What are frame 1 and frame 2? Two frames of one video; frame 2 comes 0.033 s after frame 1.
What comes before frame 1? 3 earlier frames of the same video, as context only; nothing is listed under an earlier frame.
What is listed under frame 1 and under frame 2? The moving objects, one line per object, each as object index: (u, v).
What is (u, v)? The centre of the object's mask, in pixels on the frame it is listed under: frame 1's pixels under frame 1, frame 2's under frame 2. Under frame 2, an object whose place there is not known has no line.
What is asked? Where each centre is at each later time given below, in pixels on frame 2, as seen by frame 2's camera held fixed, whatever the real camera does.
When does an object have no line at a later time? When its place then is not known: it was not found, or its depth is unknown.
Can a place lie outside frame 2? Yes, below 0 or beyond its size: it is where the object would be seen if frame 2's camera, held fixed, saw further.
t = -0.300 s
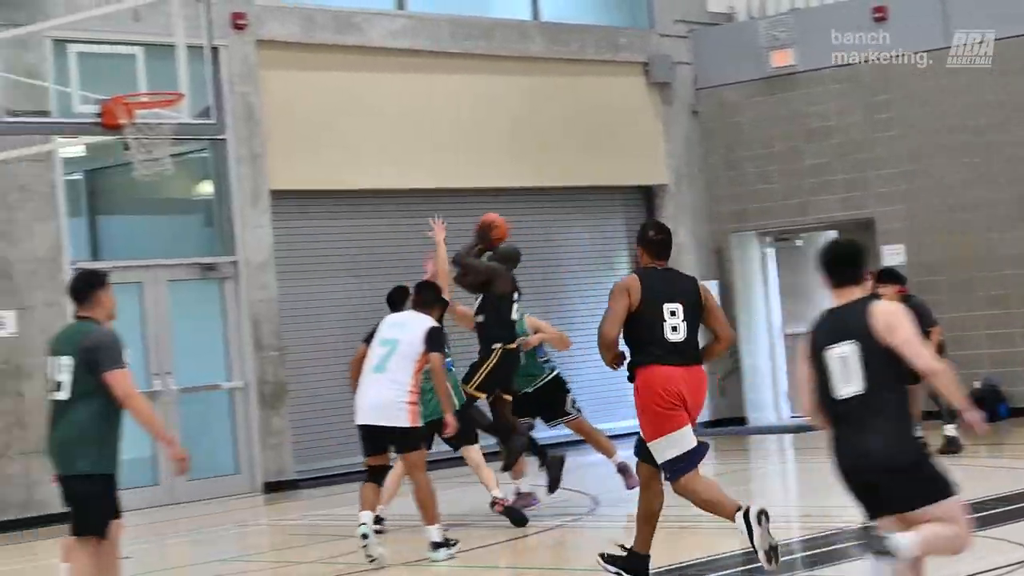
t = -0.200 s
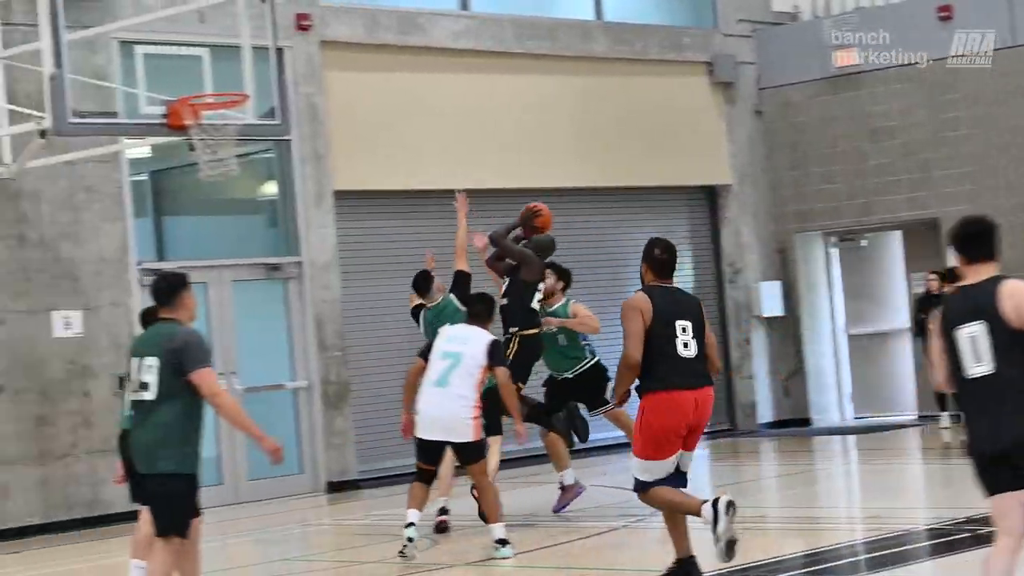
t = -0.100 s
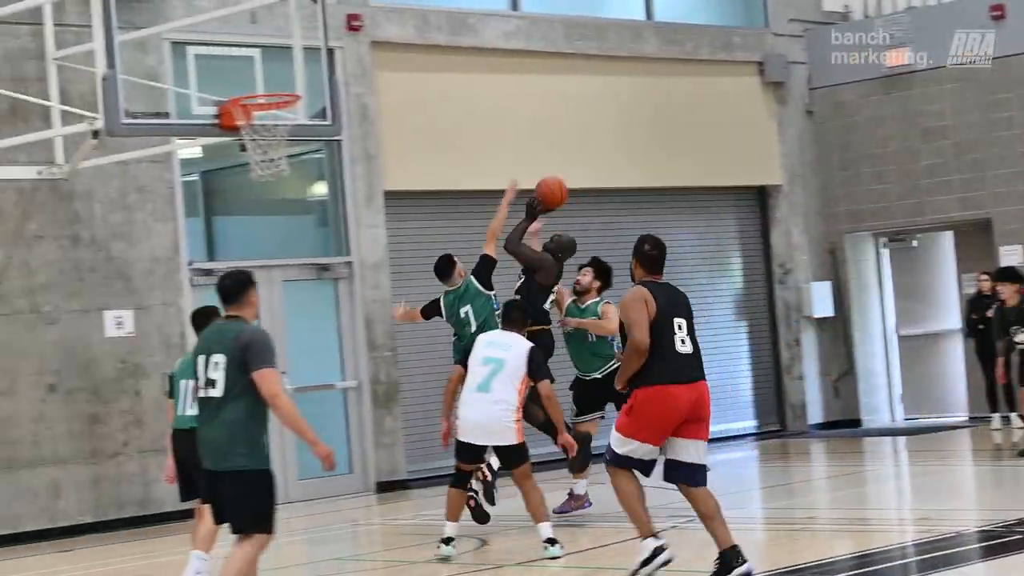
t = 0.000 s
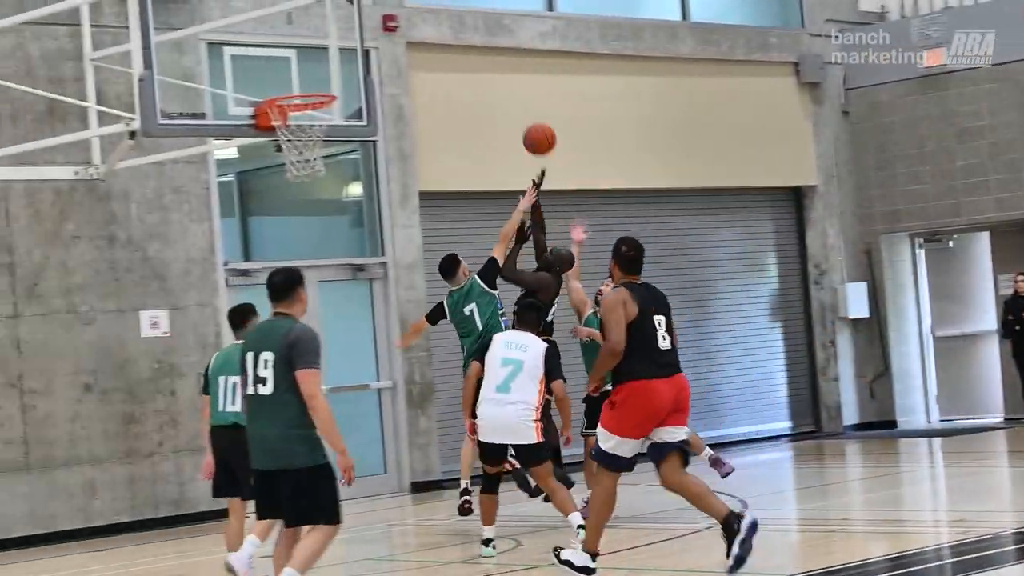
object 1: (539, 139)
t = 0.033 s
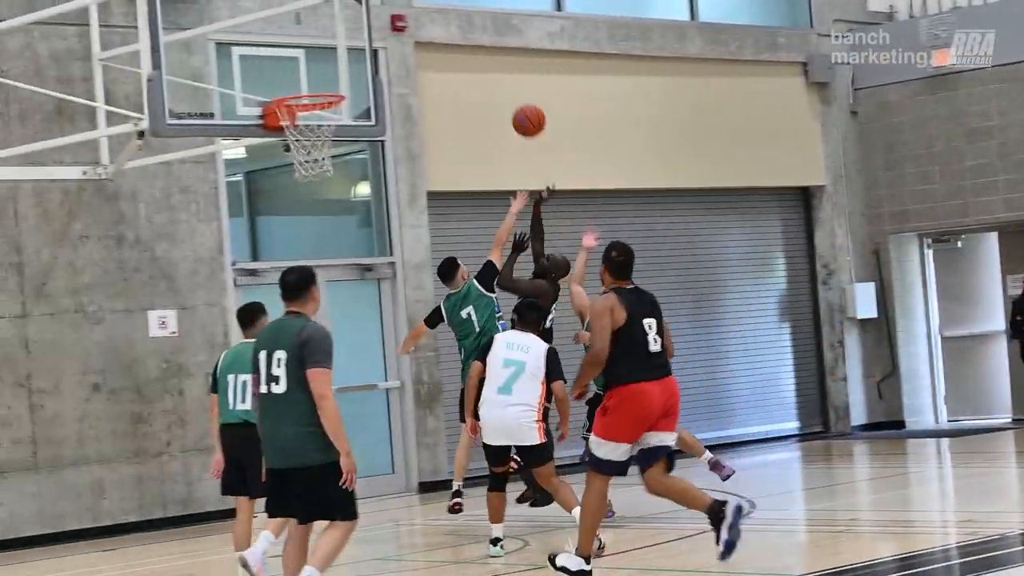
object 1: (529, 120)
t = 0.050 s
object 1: (519, 112)
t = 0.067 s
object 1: (509, 103)
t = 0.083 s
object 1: (499, 95)
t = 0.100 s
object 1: (490, 88)
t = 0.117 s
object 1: (480, 81)
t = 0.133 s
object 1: (471, 73)
